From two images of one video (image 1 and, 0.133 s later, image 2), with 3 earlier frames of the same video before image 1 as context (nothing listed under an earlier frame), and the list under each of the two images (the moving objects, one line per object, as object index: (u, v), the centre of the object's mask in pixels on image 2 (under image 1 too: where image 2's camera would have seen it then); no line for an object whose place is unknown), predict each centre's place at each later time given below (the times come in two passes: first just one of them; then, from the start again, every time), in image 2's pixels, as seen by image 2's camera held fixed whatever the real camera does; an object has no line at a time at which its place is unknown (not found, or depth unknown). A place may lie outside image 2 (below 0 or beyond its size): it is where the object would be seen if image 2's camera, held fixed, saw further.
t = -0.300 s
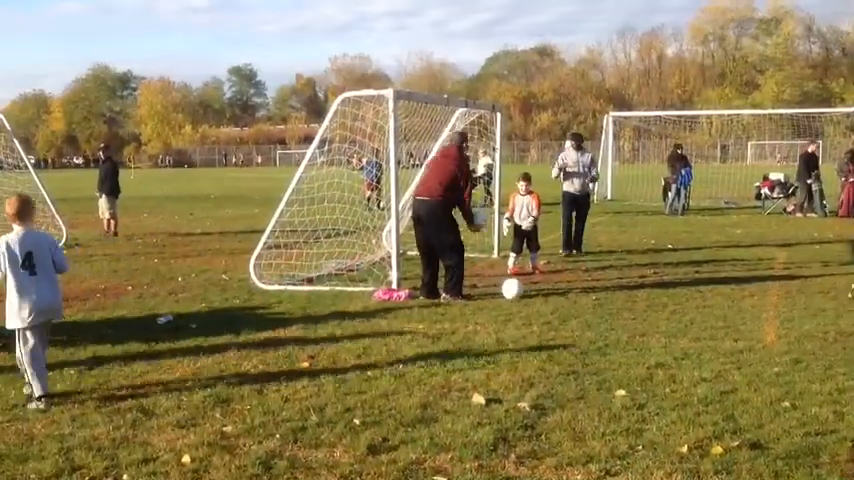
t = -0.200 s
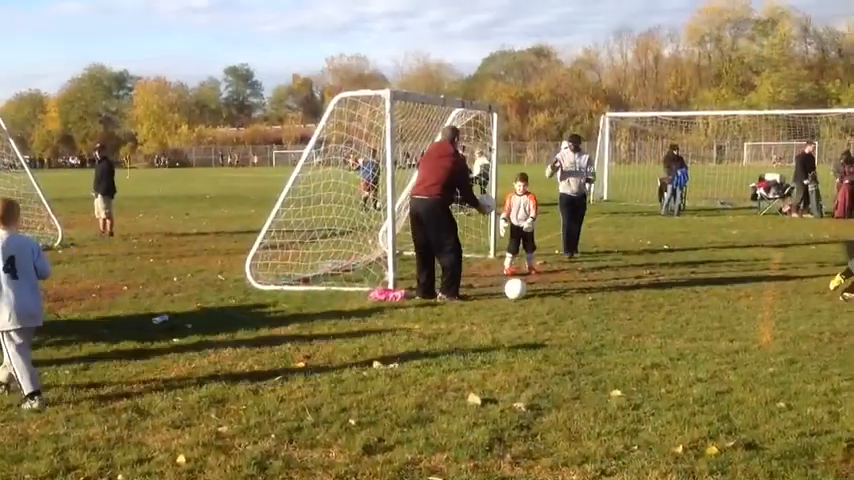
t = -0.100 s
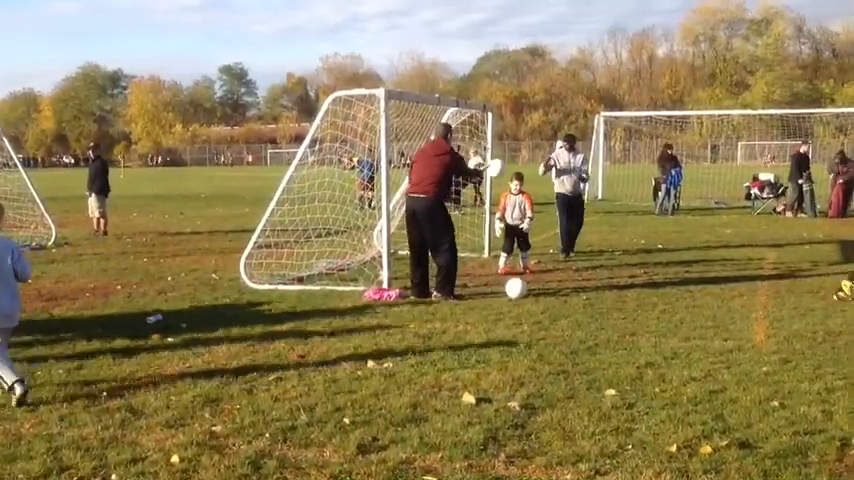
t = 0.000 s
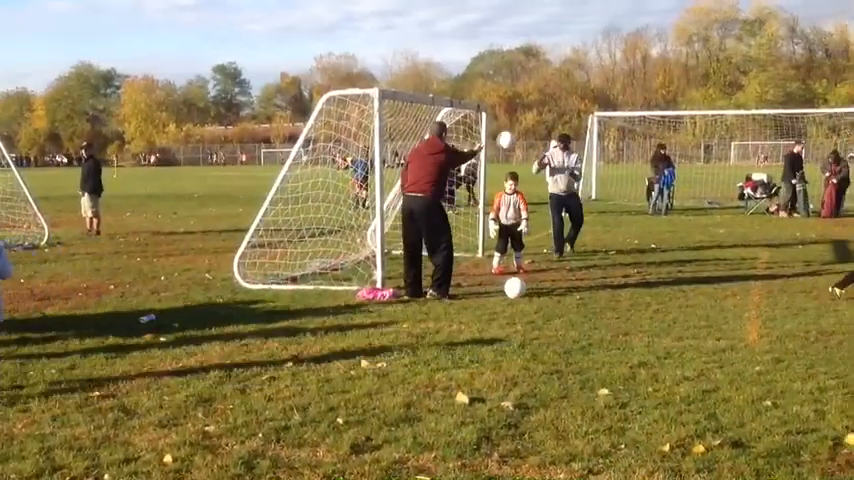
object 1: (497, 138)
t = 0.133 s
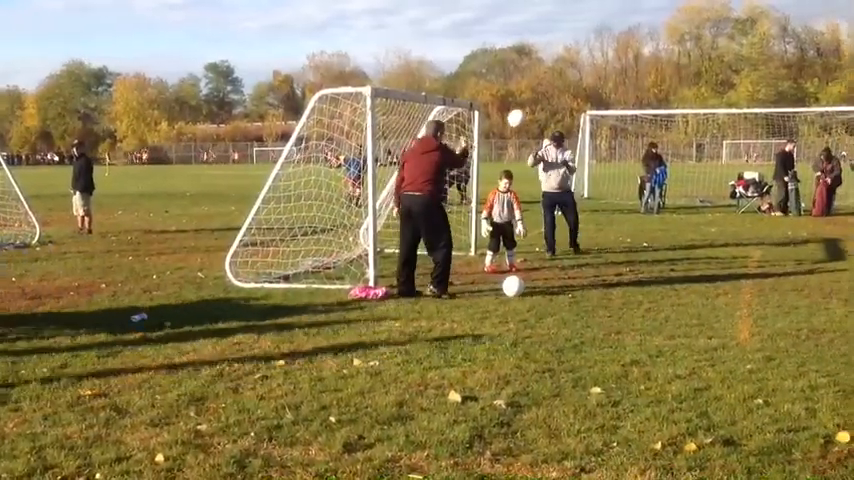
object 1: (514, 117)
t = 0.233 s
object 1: (528, 113)
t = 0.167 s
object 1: (519, 115)
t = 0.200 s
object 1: (523, 114)
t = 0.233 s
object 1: (528, 113)
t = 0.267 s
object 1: (533, 114)
